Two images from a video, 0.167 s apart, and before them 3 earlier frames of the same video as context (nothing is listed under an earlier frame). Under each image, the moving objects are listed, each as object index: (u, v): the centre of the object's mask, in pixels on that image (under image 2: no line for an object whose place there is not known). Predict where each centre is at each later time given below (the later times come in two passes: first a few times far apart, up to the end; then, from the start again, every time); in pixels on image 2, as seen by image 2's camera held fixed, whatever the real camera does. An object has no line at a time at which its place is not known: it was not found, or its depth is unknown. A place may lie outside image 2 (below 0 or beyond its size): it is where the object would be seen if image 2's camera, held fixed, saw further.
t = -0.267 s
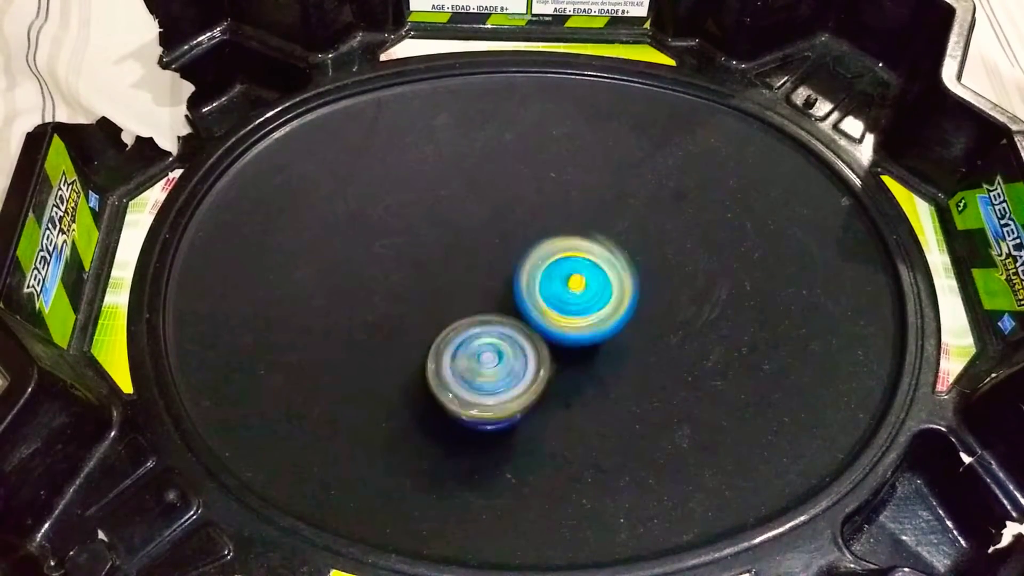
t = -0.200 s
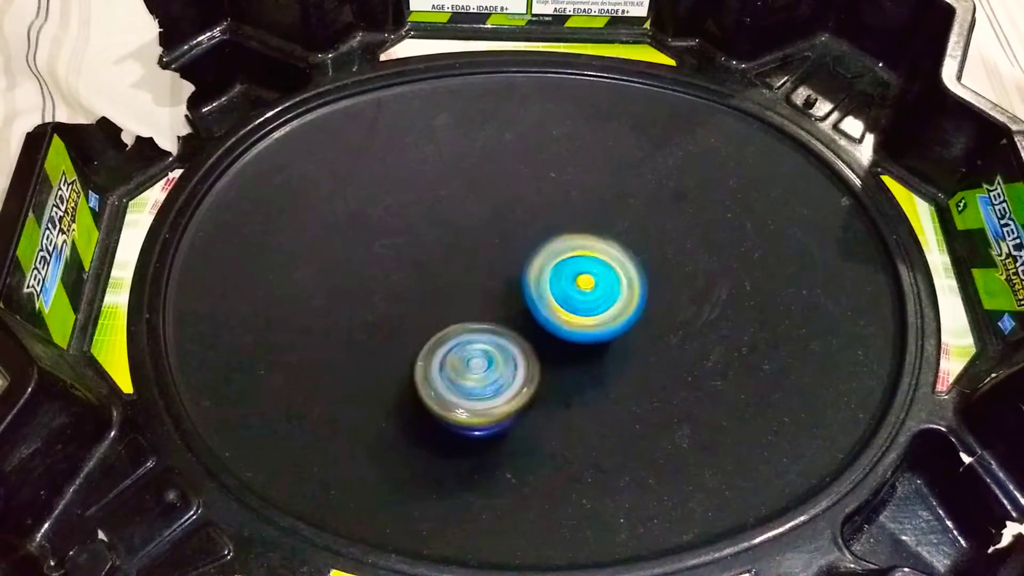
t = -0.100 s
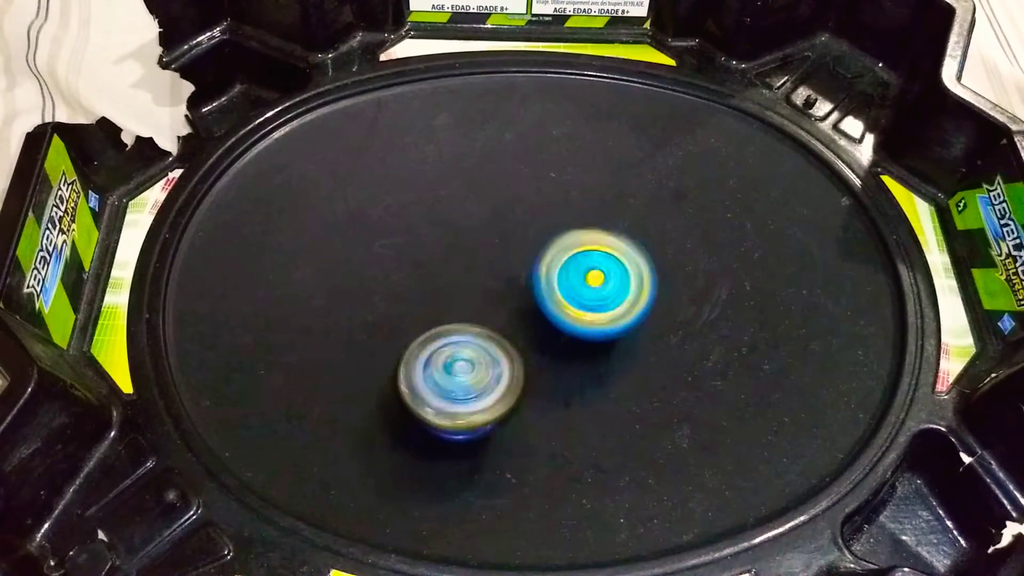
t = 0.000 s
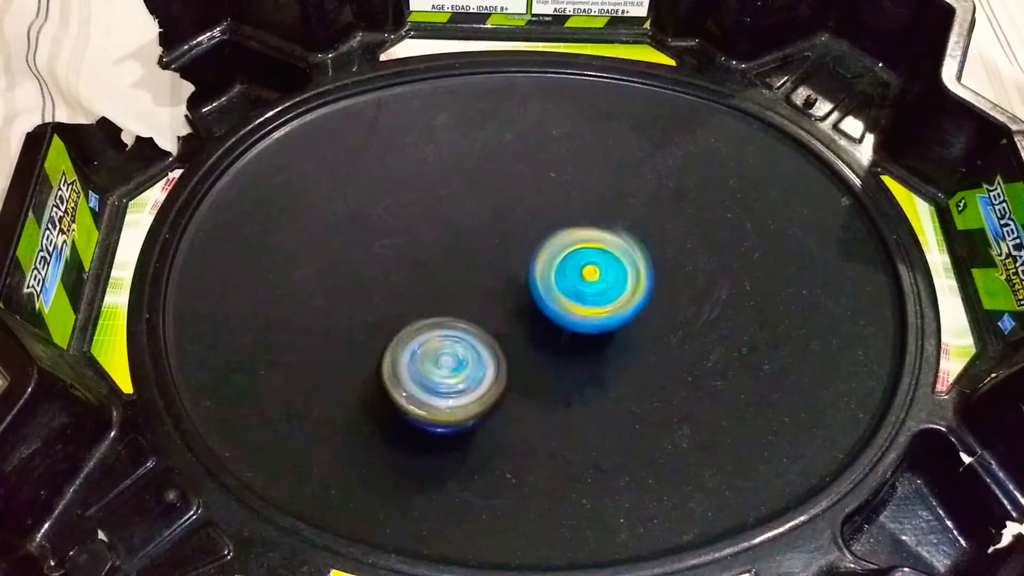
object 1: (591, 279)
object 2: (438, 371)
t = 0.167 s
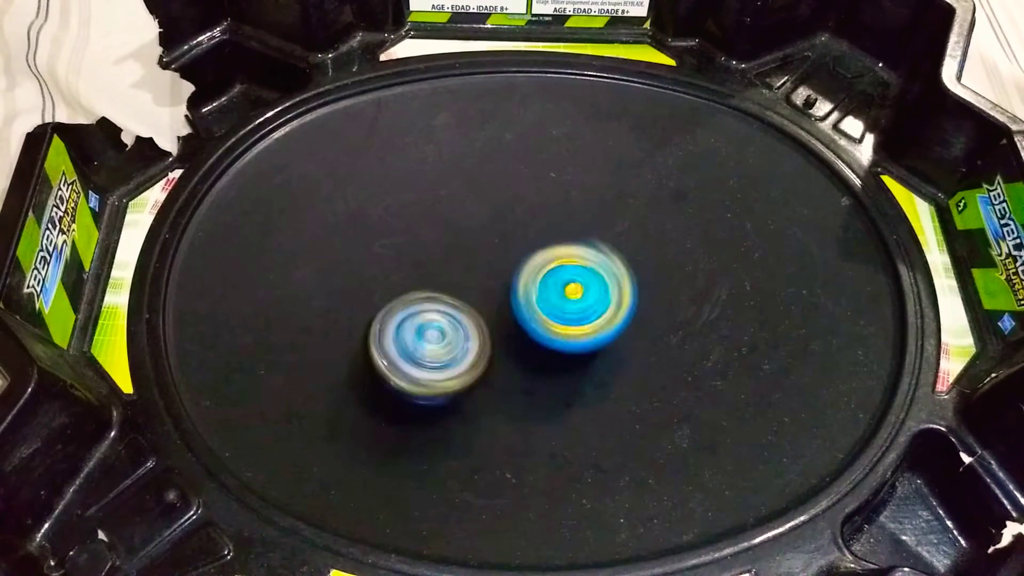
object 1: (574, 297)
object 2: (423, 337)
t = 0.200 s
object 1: (570, 303)
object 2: (422, 330)
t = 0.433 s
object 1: (607, 351)
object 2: (405, 276)
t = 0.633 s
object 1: (642, 353)
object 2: (428, 266)
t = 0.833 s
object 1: (586, 325)
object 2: (450, 280)
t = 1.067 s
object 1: (595, 360)
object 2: (414, 283)
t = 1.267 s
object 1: (616, 361)
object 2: (408, 275)
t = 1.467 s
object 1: (562, 328)
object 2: (426, 272)
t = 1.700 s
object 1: (550, 332)
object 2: (405, 261)
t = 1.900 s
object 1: (544, 334)
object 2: (376, 273)
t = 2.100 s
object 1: (510, 325)
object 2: (377, 295)
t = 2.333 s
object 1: (528, 343)
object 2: (381, 312)
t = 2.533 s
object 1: (522, 346)
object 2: (391, 300)
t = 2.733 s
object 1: (533, 380)
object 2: (423, 302)
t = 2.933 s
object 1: (538, 368)
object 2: (420, 312)
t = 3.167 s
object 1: (561, 346)
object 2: (432, 317)
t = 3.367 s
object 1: (579, 361)
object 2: (433, 301)
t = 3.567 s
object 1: (580, 380)
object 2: (439, 290)
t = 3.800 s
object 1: (581, 376)
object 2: (473, 305)
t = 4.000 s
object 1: (580, 378)
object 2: (472, 312)
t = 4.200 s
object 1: (580, 378)
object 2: (473, 321)
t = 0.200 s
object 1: (570, 303)
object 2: (422, 330)
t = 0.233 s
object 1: (566, 308)
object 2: (422, 324)
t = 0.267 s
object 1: (560, 312)
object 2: (422, 317)
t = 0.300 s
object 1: (564, 321)
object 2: (419, 315)
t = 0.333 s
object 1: (578, 331)
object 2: (410, 305)
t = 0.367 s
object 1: (585, 338)
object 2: (404, 295)
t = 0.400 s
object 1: (596, 345)
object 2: (403, 278)
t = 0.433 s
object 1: (607, 351)
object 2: (405, 276)
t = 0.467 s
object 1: (618, 355)
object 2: (408, 272)
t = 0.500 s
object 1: (628, 357)
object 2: (407, 276)
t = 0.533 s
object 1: (635, 356)
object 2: (409, 272)
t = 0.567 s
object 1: (640, 356)
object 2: (415, 268)
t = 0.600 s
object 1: (641, 354)
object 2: (419, 266)
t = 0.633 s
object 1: (642, 353)
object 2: (428, 266)
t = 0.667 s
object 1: (638, 346)
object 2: (431, 268)
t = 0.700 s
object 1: (632, 341)
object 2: (436, 270)
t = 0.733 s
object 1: (622, 335)
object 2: (438, 269)
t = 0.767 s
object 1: (611, 333)
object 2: (445, 276)
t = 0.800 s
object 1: (599, 328)
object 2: (447, 276)
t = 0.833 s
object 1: (586, 325)
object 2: (450, 280)
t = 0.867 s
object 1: (576, 324)
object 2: (445, 284)
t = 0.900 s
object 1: (569, 325)
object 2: (444, 282)
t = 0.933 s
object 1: (565, 330)
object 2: (442, 283)
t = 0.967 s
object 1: (574, 338)
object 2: (435, 286)
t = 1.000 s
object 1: (578, 345)
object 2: (425, 284)
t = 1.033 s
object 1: (585, 352)
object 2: (418, 284)
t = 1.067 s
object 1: (595, 360)
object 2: (414, 283)
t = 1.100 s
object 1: (601, 364)
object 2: (412, 281)
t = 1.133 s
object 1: (607, 368)
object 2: (411, 280)
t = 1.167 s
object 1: (613, 369)
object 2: (413, 270)
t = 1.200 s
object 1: (618, 367)
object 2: (415, 271)
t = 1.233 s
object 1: (616, 364)
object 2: (409, 270)
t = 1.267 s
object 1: (616, 361)
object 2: (408, 275)
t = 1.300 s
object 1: (613, 355)
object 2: (410, 273)
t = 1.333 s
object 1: (603, 347)
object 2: (410, 271)
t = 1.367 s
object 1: (597, 344)
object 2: (415, 265)
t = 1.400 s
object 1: (587, 337)
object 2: (418, 266)
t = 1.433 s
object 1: (573, 331)
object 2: (423, 269)
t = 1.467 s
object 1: (562, 328)
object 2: (426, 272)
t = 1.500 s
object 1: (553, 323)
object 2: (426, 276)
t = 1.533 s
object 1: (546, 322)
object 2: (424, 280)
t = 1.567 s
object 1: (548, 326)
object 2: (415, 265)
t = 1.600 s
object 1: (549, 326)
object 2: (408, 261)
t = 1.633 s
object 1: (549, 331)
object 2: (406, 259)
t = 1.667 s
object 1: (553, 331)
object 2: (407, 258)
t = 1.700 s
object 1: (550, 332)
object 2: (405, 261)
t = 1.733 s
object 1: (551, 333)
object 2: (404, 263)
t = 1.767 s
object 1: (551, 333)
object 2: (397, 266)
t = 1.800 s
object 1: (548, 333)
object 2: (390, 269)
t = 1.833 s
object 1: (548, 335)
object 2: (383, 270)
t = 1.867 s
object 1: (542, 333)
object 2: (377, 271)
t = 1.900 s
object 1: (544, 334)
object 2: (376, 273)
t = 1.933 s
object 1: (538, 333)
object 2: (372, 276)
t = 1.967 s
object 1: (533, 331)
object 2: (370, 279)
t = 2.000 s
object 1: (531, 330)
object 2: (371, 286)
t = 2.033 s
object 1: (522, 329)
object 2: (370, 289)
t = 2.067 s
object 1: (517, 326)
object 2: (373, 290)
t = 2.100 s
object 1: (510, 325)
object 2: (377, 295)
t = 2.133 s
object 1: (512, 330)
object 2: (372, 297)
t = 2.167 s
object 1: (510, 328)
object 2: (375, 297)
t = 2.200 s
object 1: (514, 330)
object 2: (377, 302)
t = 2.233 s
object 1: (518, 332)
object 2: (379, 303)
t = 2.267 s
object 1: (517, 334)
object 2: (379, 305)
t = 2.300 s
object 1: (527, 335)
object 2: (378, 302)
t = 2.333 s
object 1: (528, 343)
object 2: (381, 312)
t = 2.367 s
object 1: (526, 343)
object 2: (383, 304)
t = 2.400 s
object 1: (525, 342)
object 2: (381, 305)
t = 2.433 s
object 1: (531, 343)
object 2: (381, 301)
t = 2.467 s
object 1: (526, 348)
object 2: (385, 300)
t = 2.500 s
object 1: (524, 345)
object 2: (390, 300)
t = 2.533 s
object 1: (522, 346)
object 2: (391, 300)
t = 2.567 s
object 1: (523, 349)
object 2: (397, 305)
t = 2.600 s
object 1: (527, 365)
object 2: (398, 300)
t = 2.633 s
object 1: (527, 372)
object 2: (405, 293)
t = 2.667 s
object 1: (528, 376)
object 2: (412, 292)
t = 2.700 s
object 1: (529, 377)
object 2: (417, 292)
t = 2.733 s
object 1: (533, 380)
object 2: (423, 302)
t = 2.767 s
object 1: (533, 380)
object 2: (417, 305)
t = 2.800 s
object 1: (536, 380)
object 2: (415, 308)
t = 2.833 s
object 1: (536, 380)
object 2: (417, 308)
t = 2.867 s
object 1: (538, 376)
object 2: (417, 311)
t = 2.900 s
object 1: (541, 373)
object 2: (419, 312)
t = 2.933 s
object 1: (538, 368)
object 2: (420, 312)
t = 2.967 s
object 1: (540, 361)
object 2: (420, 314)
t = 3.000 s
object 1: (544, 360)
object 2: (427, 322)
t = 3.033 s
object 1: (546, 356)
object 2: (425, 323)
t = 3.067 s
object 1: (551, 351)
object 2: (426, 323)
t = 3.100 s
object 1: (555, 349)
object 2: (428, 323)
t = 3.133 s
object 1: (558, 347)
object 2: (426, 321)
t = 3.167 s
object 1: (561, 346)
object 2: (432, 317)
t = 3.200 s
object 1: (563, 346)
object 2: (435, 321)
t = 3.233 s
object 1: (563, 345)
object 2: (438, 319)
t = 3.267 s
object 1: (562, 346)
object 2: (441, 311)
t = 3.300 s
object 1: (560, 347)
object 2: (442, 319)
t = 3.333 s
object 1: (571, 354)
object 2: (439, 309)
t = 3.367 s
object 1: (579, 361)
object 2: (433, 301)
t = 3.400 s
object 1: (582, 368)
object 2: (431, 296)
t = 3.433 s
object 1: (583, 374)
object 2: (430, 292)
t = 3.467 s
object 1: (583, 377)
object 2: (432, 290)
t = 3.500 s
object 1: (582, 378)
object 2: (435, 288)
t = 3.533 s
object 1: (581, 380)
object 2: (440, 287)
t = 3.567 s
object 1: (580, 380)
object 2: (439, 290)
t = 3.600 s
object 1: (580, 379)
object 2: (446, 291)
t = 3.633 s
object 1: (581, 377)
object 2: (452, 295)
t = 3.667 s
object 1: (581, 377)
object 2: (463, 296)
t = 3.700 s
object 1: (581, 376)
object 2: (459, 300)
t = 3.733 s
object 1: (581, 376)
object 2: (471, 302)
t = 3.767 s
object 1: (581, 376)
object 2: (470, 304)
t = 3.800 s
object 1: (581, 376)
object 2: (473, 305)
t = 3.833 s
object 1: (581, 376)
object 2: (475, 306)
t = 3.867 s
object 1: (581, 377)
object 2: (477, 306)
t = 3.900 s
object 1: (580, 378)
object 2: (476, 308)
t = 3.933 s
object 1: (580, 378)
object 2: (474, 311)
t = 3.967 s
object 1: (580, 378)
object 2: (473, 312)
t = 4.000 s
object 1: (580, 378)
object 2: (472, 312)
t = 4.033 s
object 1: (580, 378)
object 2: (472, 313)
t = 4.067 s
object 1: (580, 378)
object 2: (473, 314)
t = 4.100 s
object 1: (580, 378)
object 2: (473, 315)
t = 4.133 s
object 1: (580, 378)
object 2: (473, 317)
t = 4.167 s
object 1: (580, 378)
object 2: (473, 318)
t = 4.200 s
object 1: (580, 378)
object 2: (473, 321)
